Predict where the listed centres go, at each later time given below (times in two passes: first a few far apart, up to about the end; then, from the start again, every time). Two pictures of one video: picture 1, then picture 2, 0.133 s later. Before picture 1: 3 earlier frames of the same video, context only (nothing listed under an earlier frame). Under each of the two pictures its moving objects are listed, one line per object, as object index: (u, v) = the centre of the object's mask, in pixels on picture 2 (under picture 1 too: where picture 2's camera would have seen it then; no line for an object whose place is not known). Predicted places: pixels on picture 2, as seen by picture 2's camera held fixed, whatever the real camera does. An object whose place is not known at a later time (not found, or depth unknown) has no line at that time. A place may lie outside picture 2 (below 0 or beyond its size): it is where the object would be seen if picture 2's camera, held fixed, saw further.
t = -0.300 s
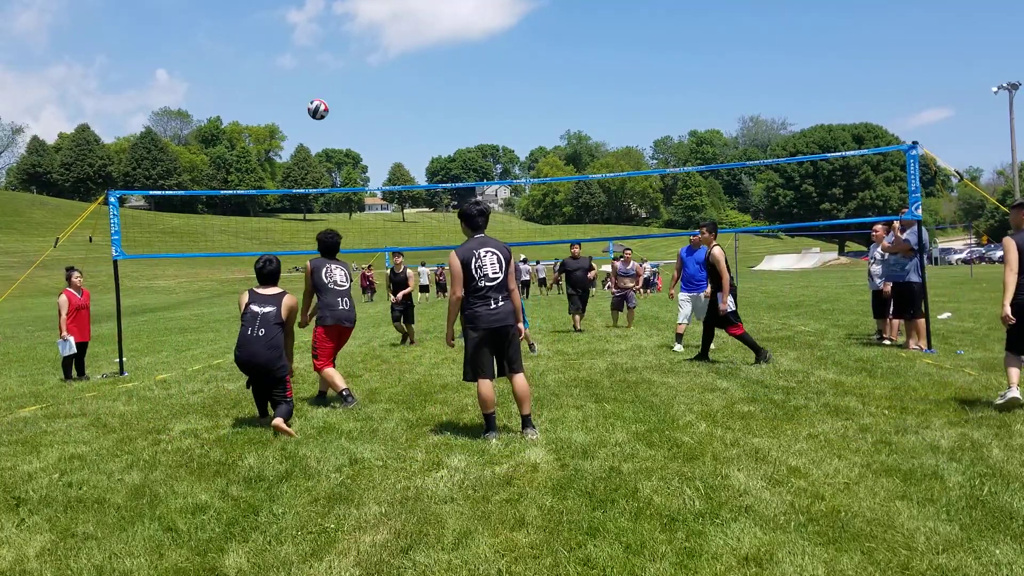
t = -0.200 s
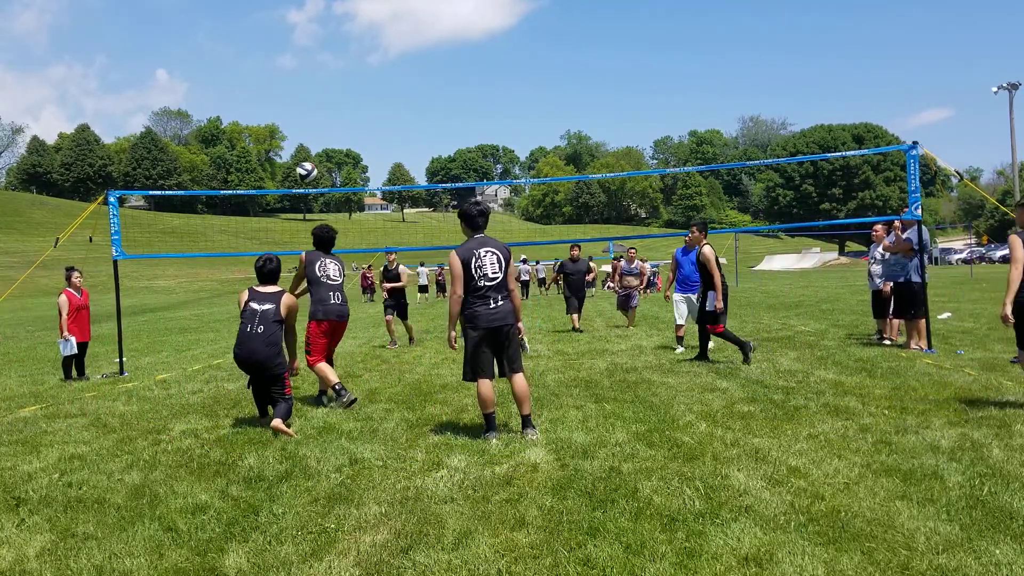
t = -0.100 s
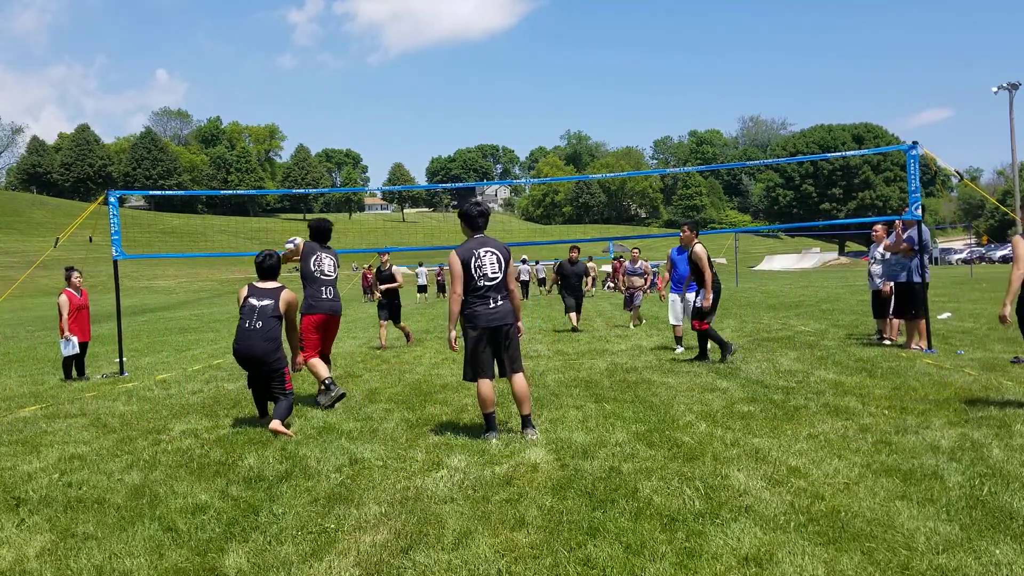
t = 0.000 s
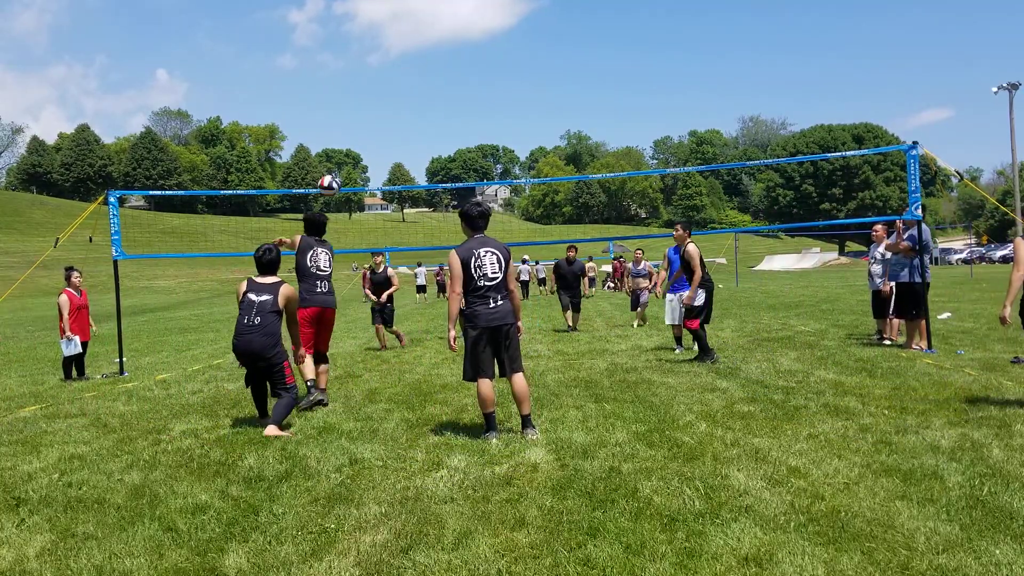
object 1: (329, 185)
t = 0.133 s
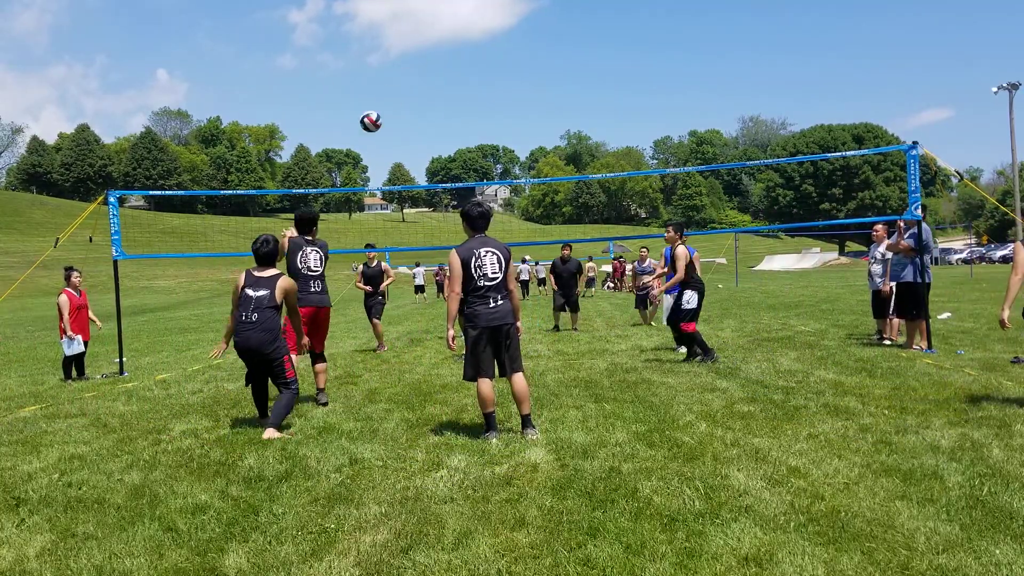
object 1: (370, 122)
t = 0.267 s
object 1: (412, 77)
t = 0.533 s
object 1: (490, 43)
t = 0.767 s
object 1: (556, 70)
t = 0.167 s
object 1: (381, 108)
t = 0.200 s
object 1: (391, 97)
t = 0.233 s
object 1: (401, 86)
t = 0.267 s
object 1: (412, 77)
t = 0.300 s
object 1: (422, 68)
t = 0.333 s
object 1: (432, 61)
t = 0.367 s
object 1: (441, 56)
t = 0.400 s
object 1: (451, 51)
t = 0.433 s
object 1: (461, 47)
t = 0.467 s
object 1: (471, 45)
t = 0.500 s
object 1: (480, 43)
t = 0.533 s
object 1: (490, 43)
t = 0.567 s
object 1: (500, 44)
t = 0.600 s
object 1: (510, 45)
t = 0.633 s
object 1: (519, 48)
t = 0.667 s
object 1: (528, 52)
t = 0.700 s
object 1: (538, 57)
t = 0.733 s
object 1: (547, 63)
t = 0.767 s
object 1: (556, 70)
